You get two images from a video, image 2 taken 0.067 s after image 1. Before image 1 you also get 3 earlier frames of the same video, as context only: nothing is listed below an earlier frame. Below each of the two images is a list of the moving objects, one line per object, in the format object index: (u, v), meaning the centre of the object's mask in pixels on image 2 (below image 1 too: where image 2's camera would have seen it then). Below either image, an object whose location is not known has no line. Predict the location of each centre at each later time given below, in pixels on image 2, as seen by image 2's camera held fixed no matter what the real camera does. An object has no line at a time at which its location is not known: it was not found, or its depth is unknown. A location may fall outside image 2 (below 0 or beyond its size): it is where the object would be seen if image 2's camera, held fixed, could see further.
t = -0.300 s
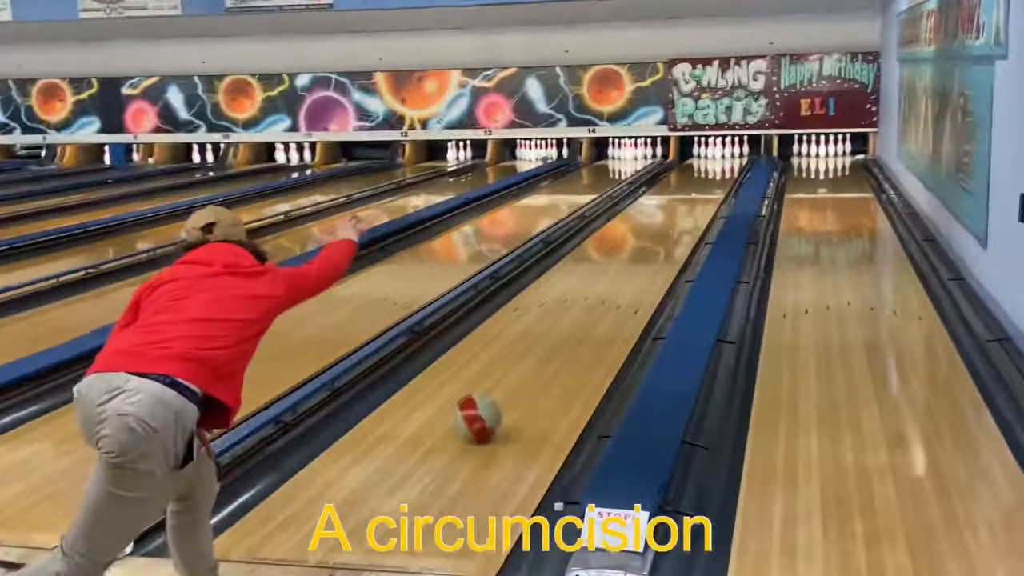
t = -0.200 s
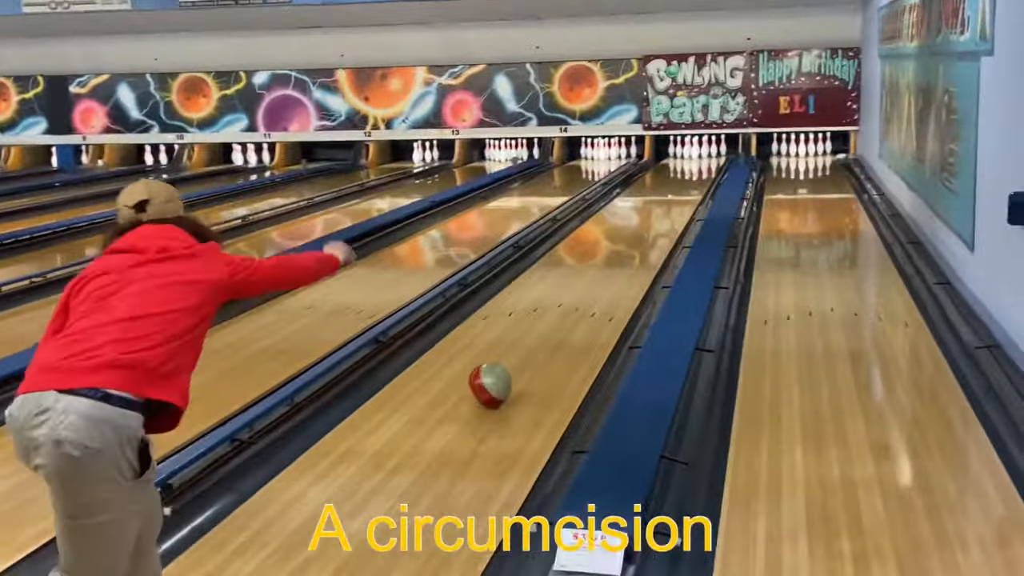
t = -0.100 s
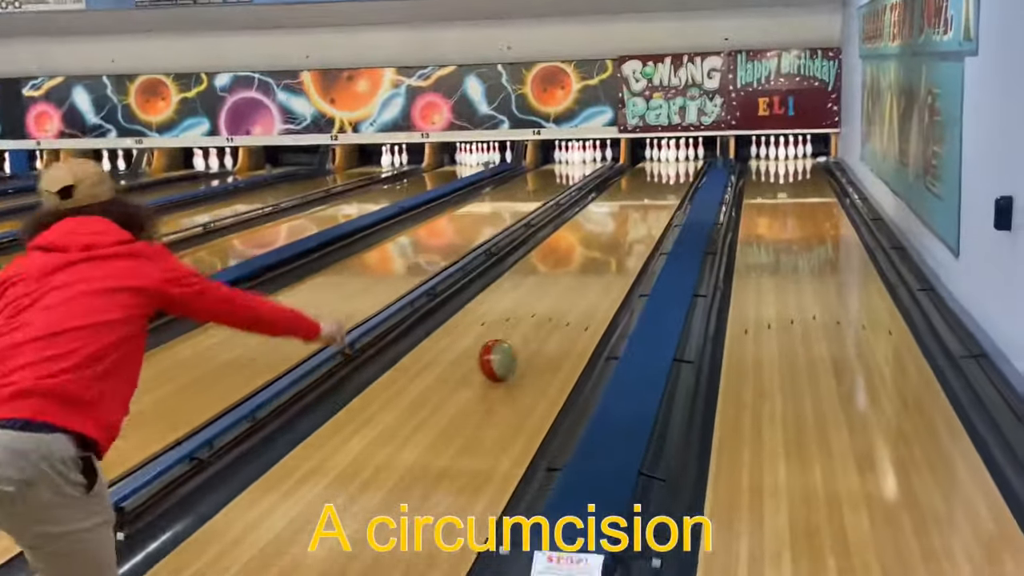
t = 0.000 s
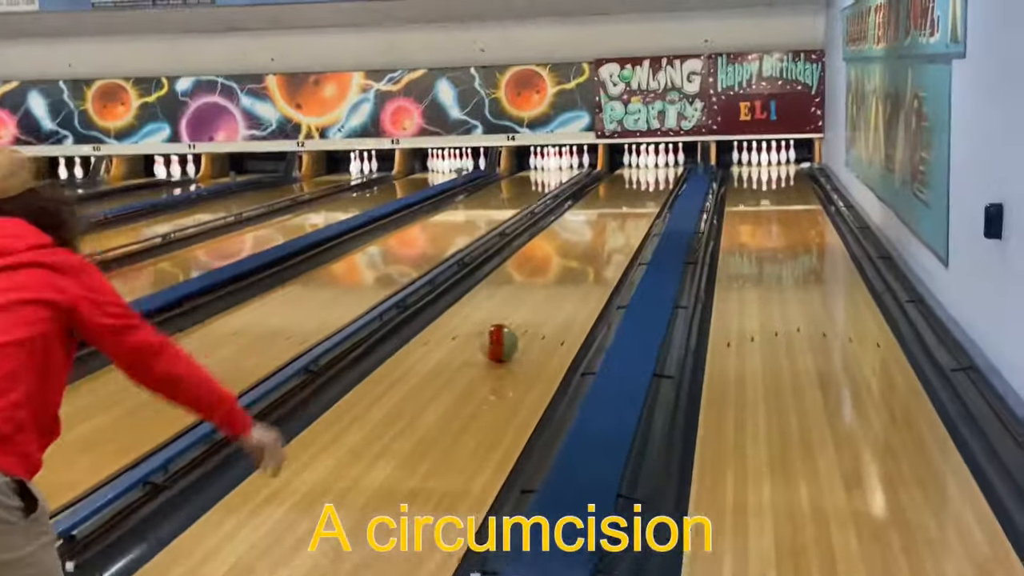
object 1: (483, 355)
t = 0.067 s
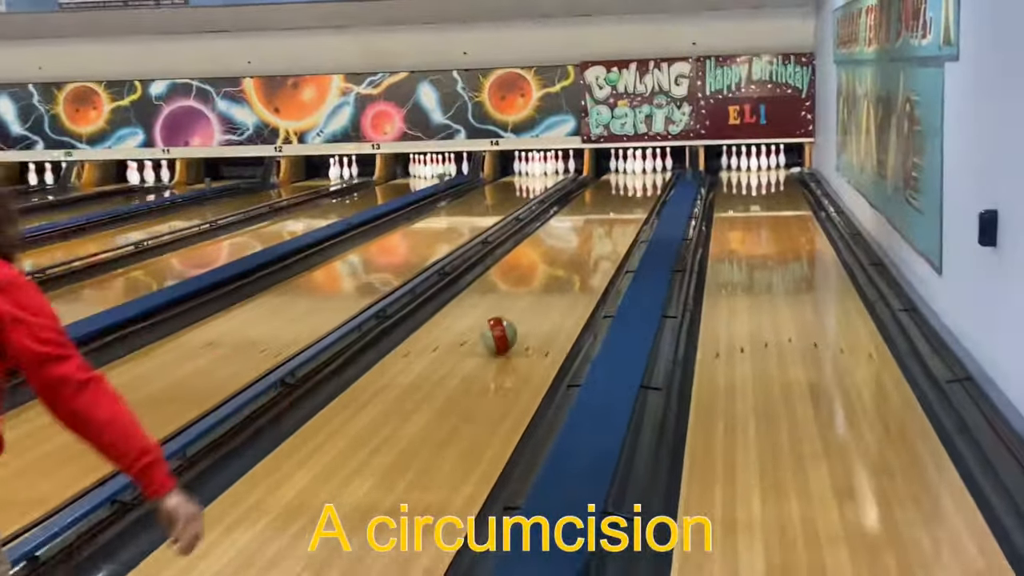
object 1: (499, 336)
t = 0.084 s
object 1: (502, 332)
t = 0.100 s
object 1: (506, 328)
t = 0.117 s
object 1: (509, 324)
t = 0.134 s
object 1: (512, 320)
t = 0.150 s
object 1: (514, 317)
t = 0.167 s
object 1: (518, 313)
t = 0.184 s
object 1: (520, 310)
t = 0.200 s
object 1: (523, 307)
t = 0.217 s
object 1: (527, 303)
